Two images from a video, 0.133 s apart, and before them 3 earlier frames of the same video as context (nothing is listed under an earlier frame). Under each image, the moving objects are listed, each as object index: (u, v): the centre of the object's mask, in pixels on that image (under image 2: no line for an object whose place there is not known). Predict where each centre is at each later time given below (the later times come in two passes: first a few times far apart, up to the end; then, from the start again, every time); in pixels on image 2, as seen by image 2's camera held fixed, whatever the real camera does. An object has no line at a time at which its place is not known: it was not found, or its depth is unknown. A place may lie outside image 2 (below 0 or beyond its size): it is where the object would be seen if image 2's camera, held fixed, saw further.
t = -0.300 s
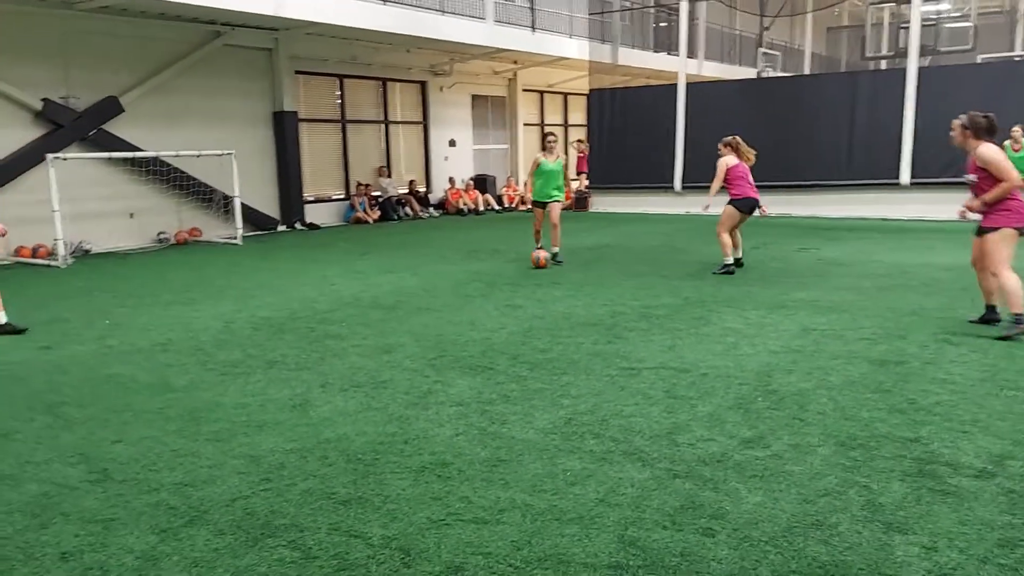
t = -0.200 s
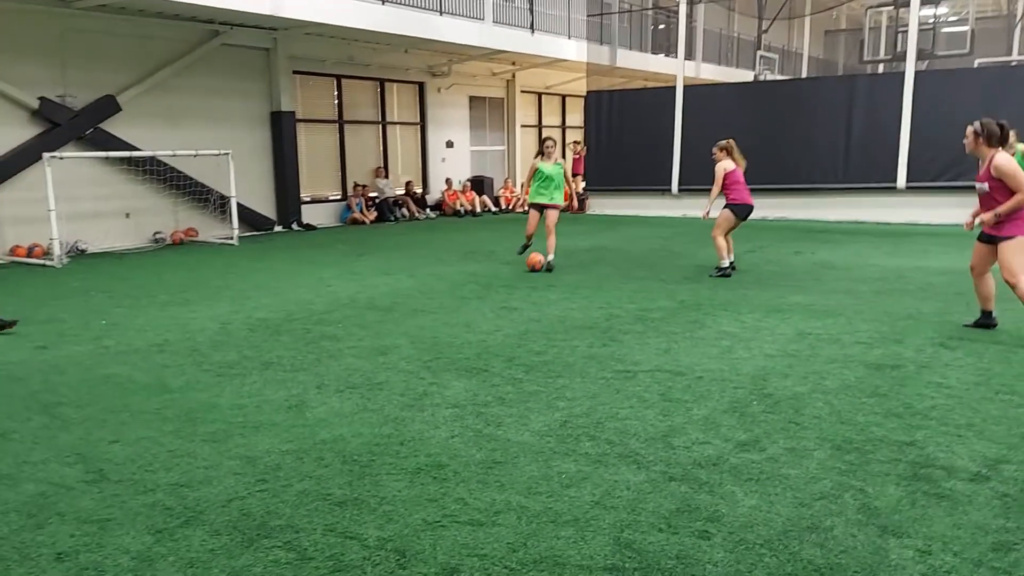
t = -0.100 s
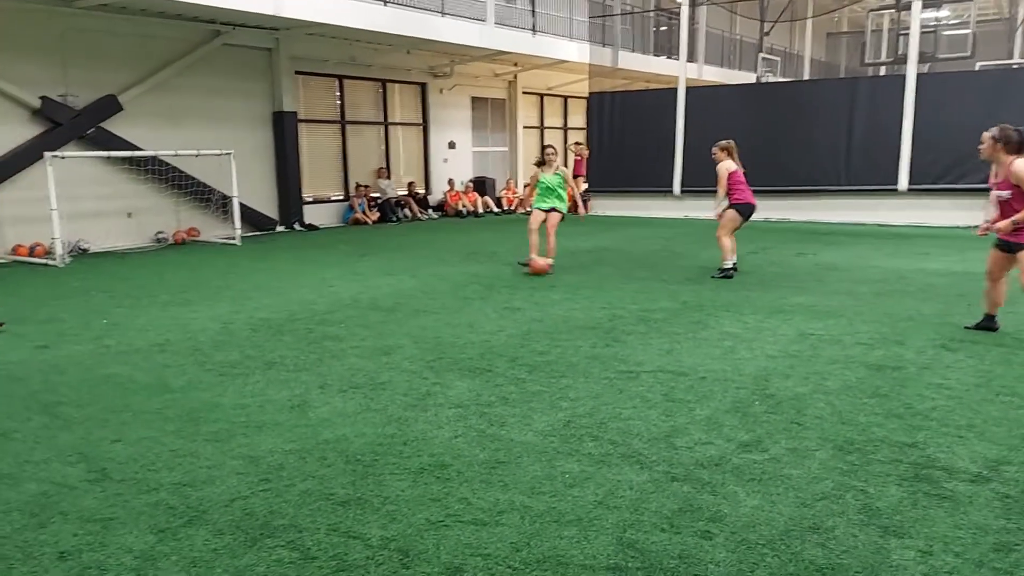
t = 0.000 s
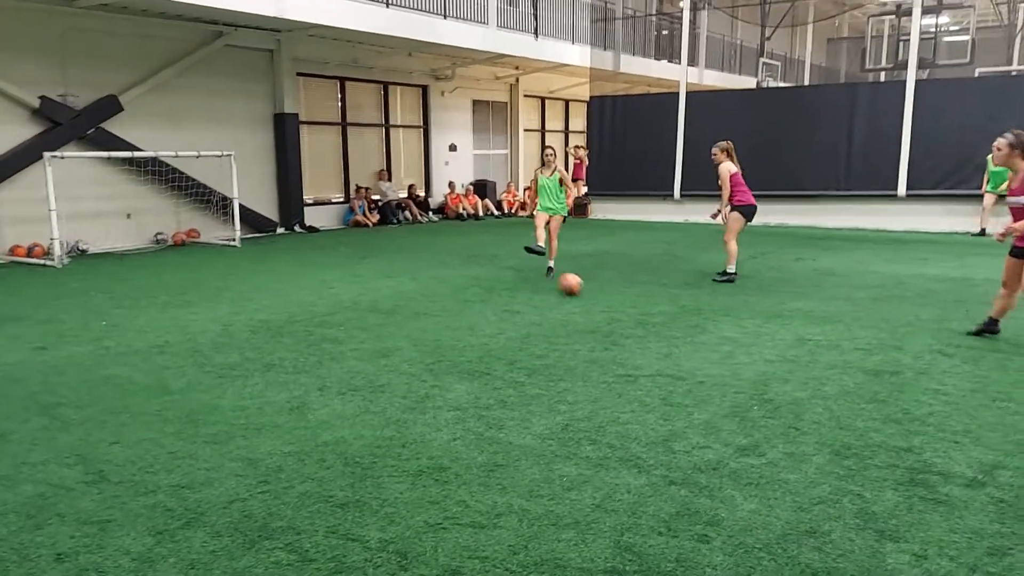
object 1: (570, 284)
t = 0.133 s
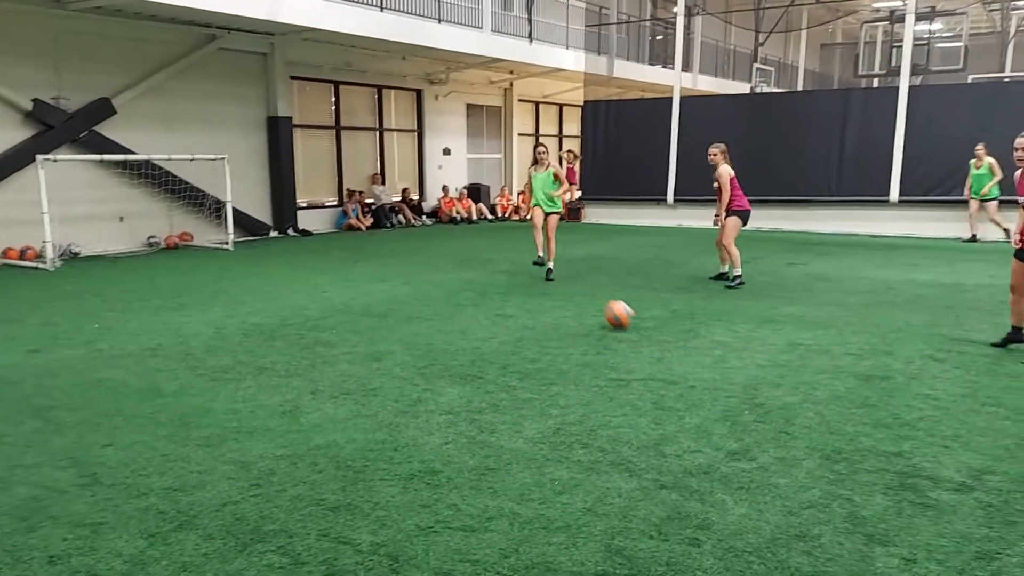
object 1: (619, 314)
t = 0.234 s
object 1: (672, 336)
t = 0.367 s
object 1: (768, 381)
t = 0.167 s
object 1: (636, 323)
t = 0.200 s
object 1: (653, 329)
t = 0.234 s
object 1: (672, 336)
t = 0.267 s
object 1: (694, 347)
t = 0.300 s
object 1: (717, 361)
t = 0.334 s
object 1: (742, 374)
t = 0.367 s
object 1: (768, 381)
